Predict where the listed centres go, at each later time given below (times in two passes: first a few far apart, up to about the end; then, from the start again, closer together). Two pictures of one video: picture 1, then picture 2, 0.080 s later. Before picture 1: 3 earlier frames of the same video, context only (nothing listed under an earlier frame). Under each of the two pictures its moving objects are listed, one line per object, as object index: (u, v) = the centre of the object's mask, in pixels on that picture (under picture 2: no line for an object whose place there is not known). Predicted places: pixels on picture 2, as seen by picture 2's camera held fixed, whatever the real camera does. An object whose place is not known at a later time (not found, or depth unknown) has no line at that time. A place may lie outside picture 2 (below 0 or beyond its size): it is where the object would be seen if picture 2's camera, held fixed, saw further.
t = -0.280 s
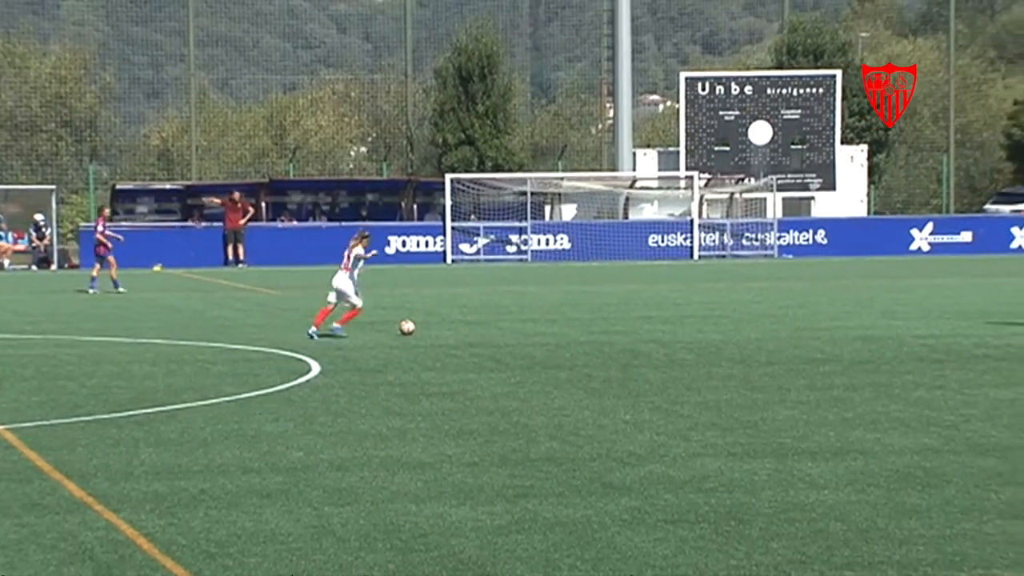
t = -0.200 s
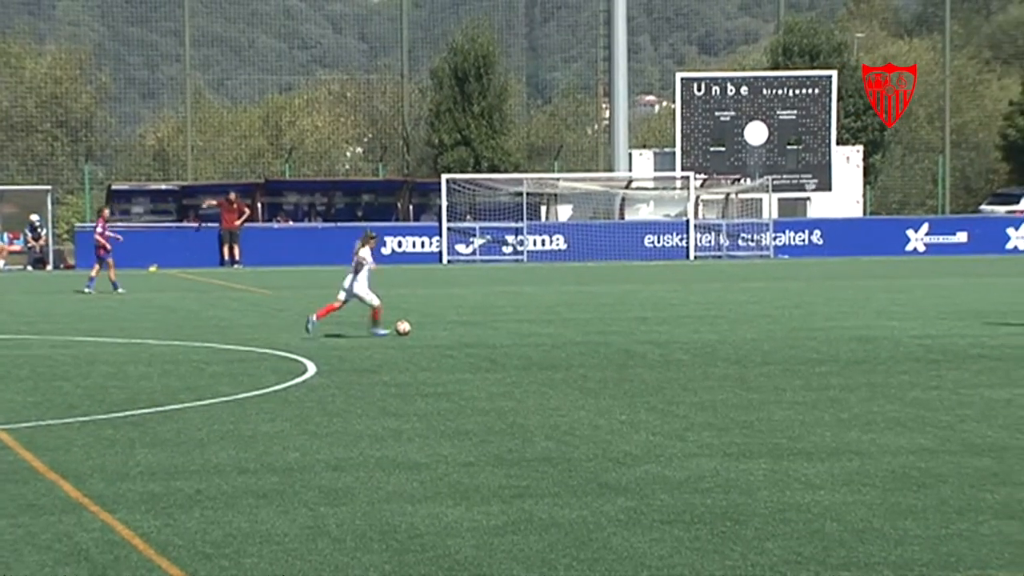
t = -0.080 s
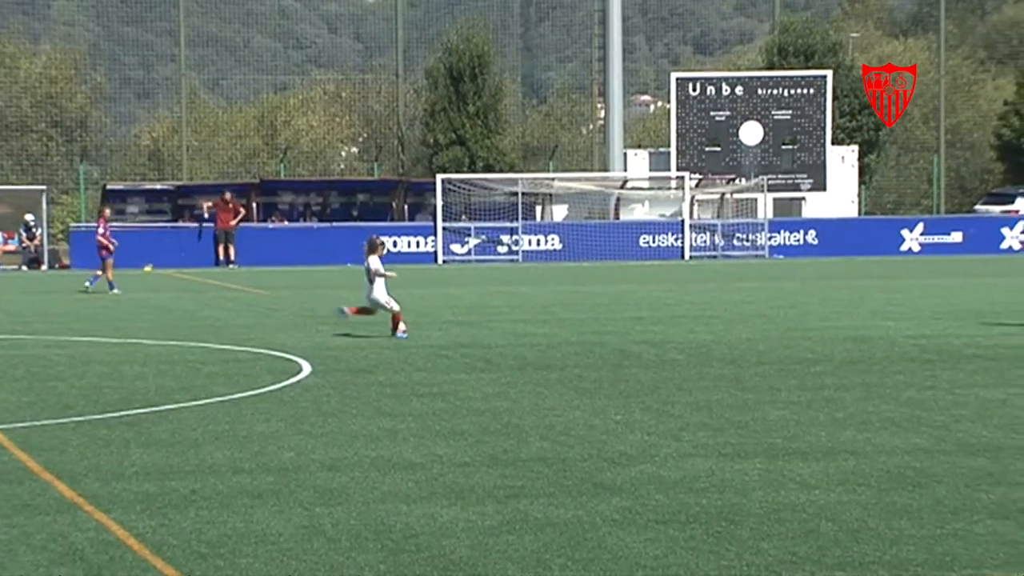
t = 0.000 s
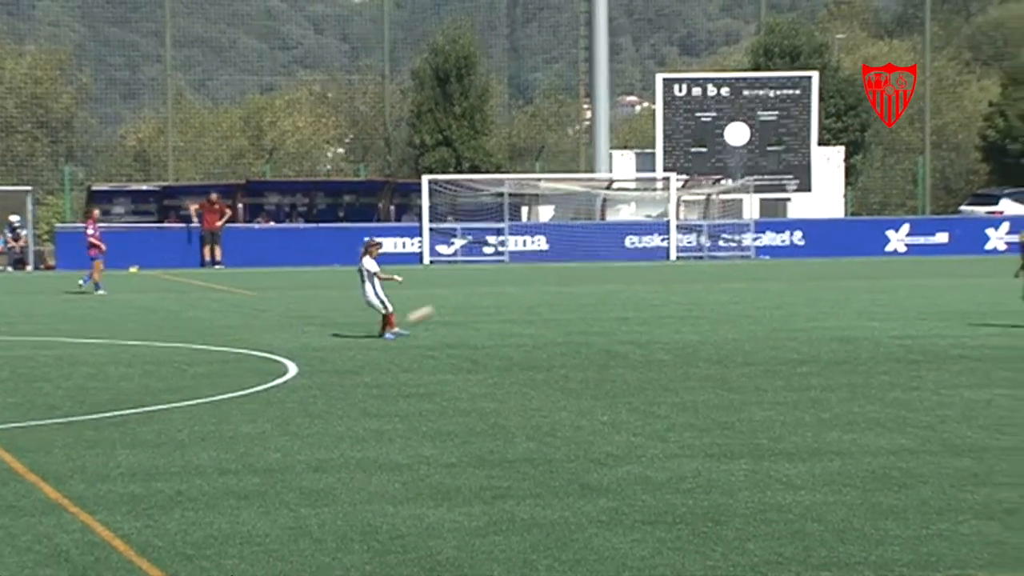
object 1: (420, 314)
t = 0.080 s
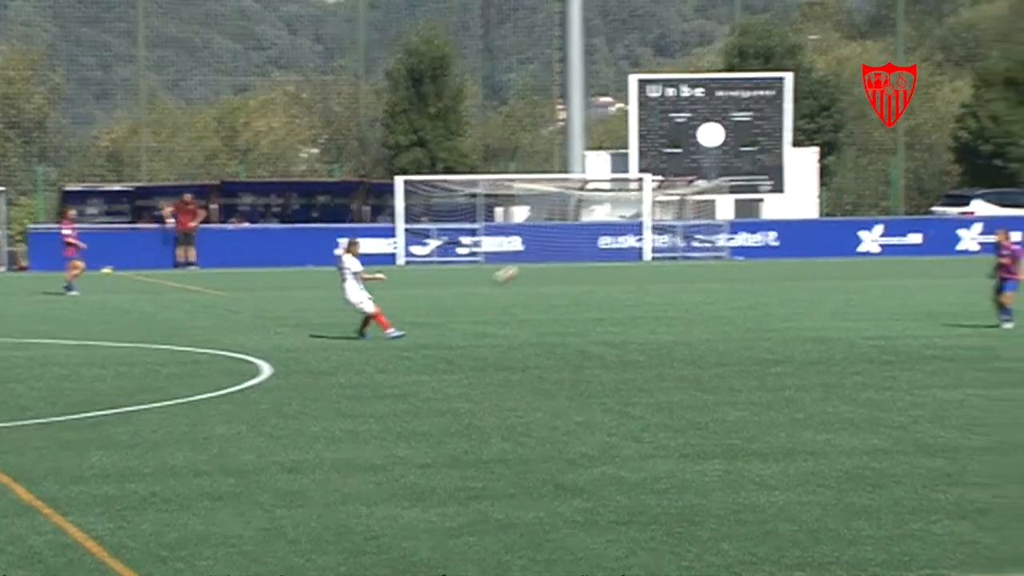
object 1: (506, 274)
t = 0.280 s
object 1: (764, 182)
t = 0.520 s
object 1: (1060, 90)
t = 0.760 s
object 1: (1367, 14)
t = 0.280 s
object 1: (764, 182)
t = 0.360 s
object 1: (862, 150)
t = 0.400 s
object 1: (912, 135)
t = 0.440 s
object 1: (962, 119)
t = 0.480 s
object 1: (1011, 104)
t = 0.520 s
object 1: (1060, 90)
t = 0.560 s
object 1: (1112, 76)
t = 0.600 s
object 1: (1163, 62)
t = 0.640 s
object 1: (1212, 49)
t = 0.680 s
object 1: (1264, 36)
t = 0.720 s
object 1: (1315, 25)
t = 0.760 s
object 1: (1367, 14)
